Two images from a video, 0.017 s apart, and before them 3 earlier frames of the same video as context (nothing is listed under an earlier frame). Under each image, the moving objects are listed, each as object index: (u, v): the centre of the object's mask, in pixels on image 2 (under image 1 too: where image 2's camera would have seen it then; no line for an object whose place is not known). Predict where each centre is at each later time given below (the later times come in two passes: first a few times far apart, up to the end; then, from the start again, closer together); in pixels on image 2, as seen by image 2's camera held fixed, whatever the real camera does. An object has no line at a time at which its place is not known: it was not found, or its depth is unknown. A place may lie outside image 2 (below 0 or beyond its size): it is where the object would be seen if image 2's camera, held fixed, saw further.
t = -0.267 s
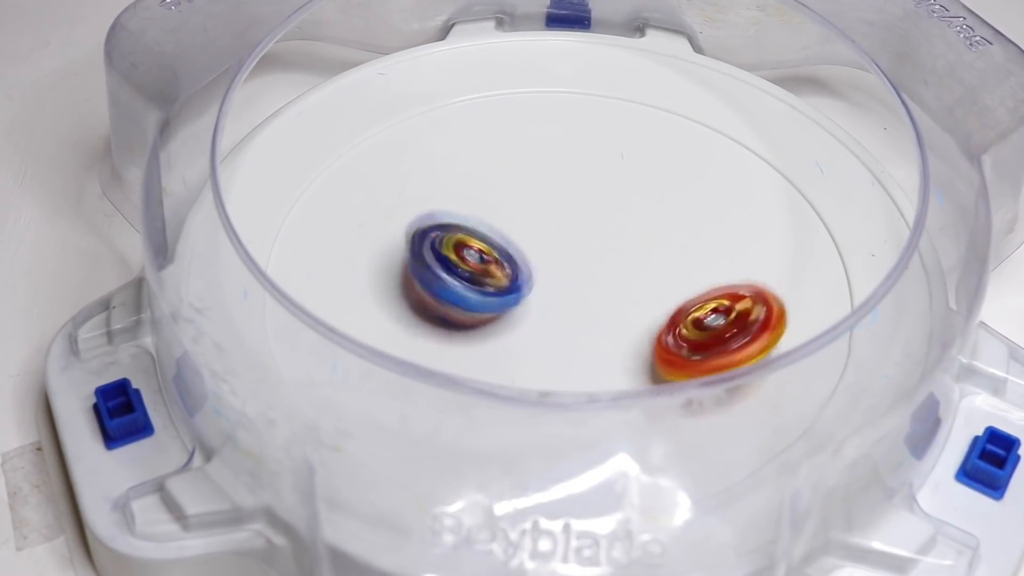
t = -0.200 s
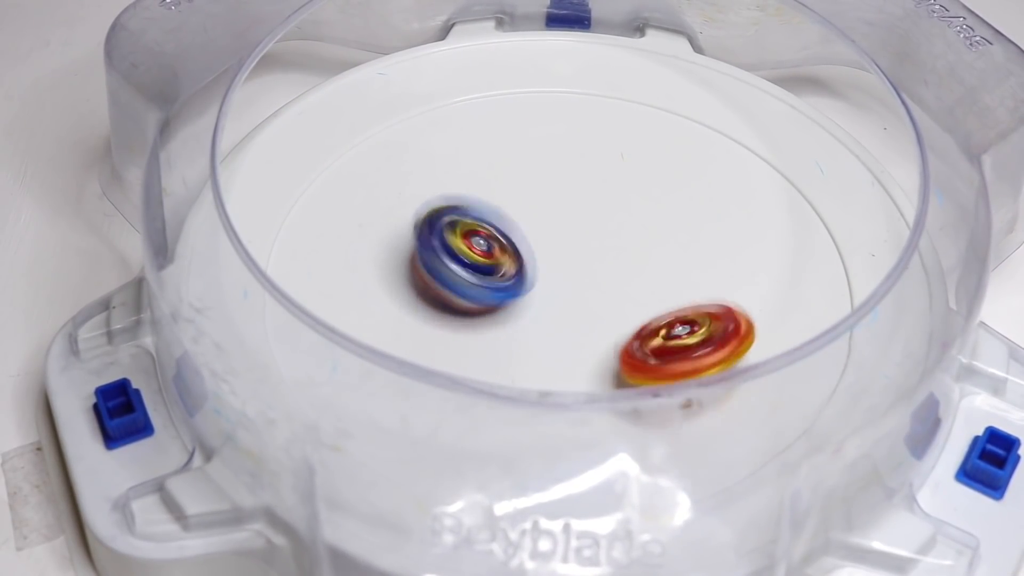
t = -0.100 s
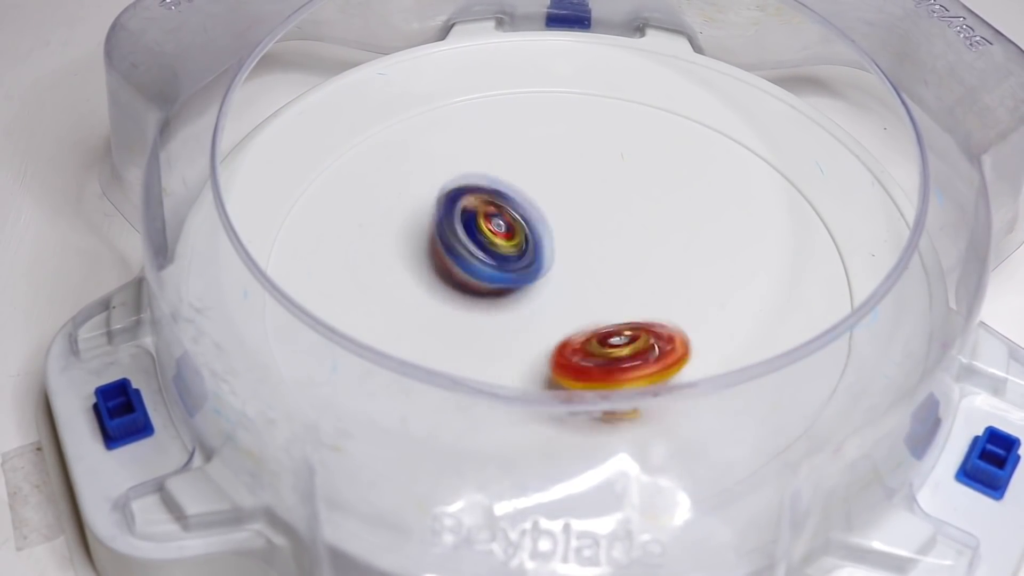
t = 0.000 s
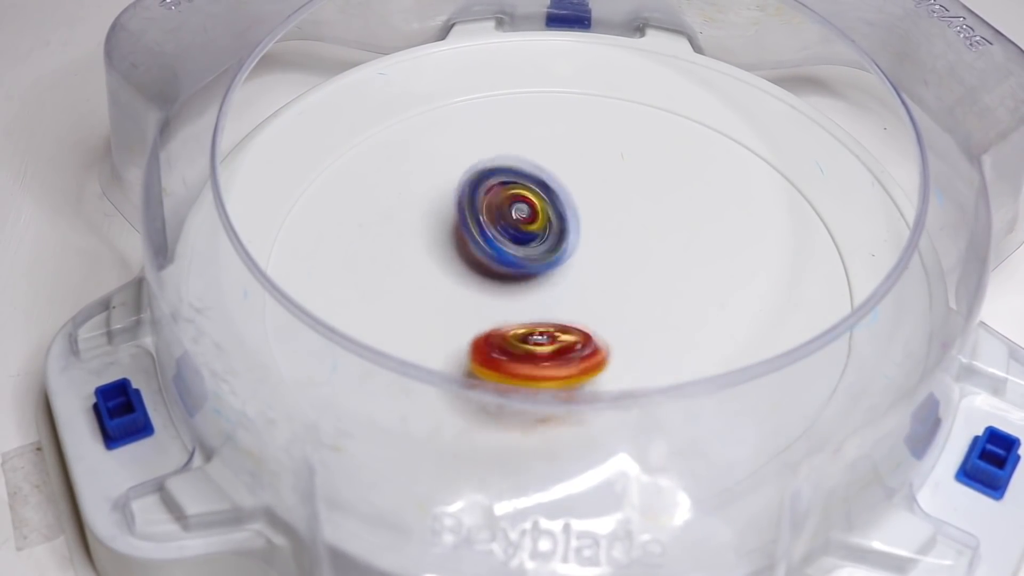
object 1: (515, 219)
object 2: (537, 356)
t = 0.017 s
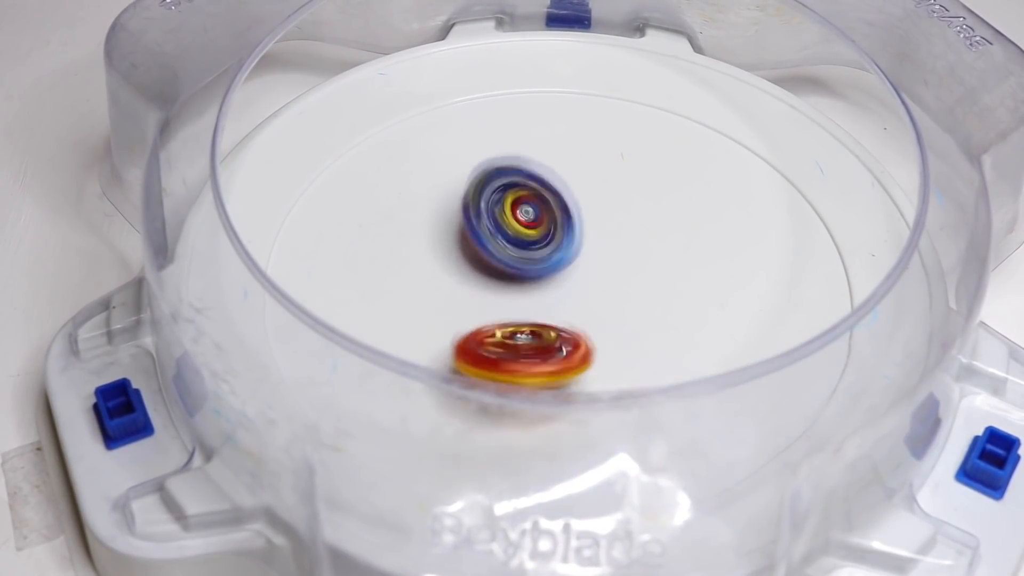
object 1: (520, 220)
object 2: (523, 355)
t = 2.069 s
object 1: (615, 265)
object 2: (405, 271)
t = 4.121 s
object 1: (547, 350)
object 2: (620, 169)
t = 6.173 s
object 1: (422, 202)
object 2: (600, 366)
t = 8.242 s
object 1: (595, 197)
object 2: (555, 288)
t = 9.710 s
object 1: (596, 205)
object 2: (559, 304)
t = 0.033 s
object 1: (524, 216)
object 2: (510, 353)
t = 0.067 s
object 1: (533, 212)
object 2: (483, 347)
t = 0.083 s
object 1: (539, 211)
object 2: (472, 344)
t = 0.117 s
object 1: (548, 208)
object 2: (447, 338)
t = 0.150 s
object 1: (557, 206)
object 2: (425, 328)
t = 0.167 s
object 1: (562, 208)
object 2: (416, 325)
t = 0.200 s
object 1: (571, 207)
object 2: (399, 315)
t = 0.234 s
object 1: (580, 208)
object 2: (387, 306)
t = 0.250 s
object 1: (582, 209)
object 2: (380, 301)
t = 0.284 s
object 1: (590, 212)
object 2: (372, 291)
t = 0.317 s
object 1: (599, 215)
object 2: (368, 281)
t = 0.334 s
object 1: (601, 214)
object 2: (366, 274)
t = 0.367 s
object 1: (608, 219)
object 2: (366, 265)
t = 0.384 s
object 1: (612, 222)
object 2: (368, 257)
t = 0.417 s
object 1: (619, 227)
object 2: (373, 249)
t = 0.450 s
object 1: (623, 232)
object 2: (378, 238)
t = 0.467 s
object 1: (625, 237)
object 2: (383, 236)
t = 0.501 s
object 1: (629, 243)
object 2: (392, 225)
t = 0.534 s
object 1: (632, 250)
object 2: (404, 218)
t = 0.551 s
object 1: (632, 254)
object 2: (412, 214)
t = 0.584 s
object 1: (633, 262)
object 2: (426, 207)
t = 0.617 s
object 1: (634, 269)
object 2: (443, 202)
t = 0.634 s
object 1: (633, 273)
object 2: (451, 198)
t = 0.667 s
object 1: (631, 281)
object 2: (470, 193)
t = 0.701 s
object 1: (628, 288)
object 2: (490, 186)
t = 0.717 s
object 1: (627, 291)
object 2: (500, 186)
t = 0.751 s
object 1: (621, 298)
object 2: (521, 180)
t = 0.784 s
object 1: (615, 305)
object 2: (541, 178)
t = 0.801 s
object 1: (612, 306)
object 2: (553, 177)
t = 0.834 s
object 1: (605, 313)
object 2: (573, 175)
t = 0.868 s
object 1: (597, 317)
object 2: (594, 177)
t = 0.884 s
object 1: (592, 317)
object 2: (604, 176)
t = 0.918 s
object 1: (582, 323)
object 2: (624, 179)
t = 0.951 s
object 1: (573, 327)
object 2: (644, 181)
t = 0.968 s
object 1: (565, 325)
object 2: (652, 184)
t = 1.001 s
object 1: (556, 326)
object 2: (669, 188)
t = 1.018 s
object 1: (549, 328)
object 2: (676, 192)
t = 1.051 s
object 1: (540, 326)
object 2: (691, 198)
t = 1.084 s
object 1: (530, 323)
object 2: (702, 206)
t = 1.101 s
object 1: (526, 324)
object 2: (708, 211)
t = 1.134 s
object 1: (517, 320)
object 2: (716, 220)
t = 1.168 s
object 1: (511, 314)
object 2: (723, 232)
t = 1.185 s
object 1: (507, 314)
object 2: (725, 236)
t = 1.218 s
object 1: (500, 307)
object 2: (729, 249)
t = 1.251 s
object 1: (496, 300)
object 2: (729, 259)
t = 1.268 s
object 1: (495, 299)
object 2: (727, 267)
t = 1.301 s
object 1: (493, 292)
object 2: (721, 279)
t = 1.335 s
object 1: (492, 283)
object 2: (711, 293)
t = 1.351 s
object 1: (493, 282)
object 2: (707, 299)
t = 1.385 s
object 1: (494, 274)
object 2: (693, 314)
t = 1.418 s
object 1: (495, 265)
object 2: (679, 327)
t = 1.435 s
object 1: (497, 264)
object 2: (670, 334)
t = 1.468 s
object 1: (500, 257)
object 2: (653, 343)
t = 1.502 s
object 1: (504, 248)
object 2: (634, 352)
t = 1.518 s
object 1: (507, 248)
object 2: (624, 356)
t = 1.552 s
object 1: (512, 242)
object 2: (604, 362)
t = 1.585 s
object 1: (519, 235)
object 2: (582, 367)
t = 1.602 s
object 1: (523, 236)
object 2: (568, 381)
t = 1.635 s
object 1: (530, 232)
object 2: (544, 385)
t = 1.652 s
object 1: (532, 230)
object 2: (534, 387)
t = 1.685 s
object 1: (542, 229)
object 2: (508, 386)
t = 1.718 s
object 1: (549, 229)
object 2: (487, 383)
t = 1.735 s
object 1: (552, 227)
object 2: (479, 381)
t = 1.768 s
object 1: (560, 229)
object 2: (458, 376)
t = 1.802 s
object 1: (568, 230)
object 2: (443, 370)
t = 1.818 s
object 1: (570, 229)
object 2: (437, 368)
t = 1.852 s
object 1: (577, 234)
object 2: (427, 354)
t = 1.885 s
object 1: (585, 236)
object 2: (418, 336)
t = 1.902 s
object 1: (587, 237)
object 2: (414, 332)
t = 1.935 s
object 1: (593, 243)
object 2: (408, 323)
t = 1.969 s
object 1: (601, 247)
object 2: (402, 312)
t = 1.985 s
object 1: (603, 250)
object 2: (402, 308)
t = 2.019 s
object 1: (609, 257)
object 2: (399, 294)
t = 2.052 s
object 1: (615, 261)
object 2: (403, 279)
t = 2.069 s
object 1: (615, 265)
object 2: (405, 271)
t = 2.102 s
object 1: (618, 272)
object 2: (411, 257)
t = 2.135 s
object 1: (621, 278)
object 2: (419, 241)
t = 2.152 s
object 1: (620, 283)
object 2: (424, 236)
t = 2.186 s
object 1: (621, 290)
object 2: (435, 221)
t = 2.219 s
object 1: (622, 295)
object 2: (450, 210)
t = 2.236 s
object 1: (621, 300)
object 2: (456, 203)
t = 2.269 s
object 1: (618, 306)
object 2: (473, 193)
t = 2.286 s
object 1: (616, 310)
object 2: (480, 187)
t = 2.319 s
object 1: (611, 315)
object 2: (498, 178)
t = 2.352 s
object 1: (606, 320)
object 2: (514, 169)
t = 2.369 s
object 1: (601, 324)
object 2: (523, 166)
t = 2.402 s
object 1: (593, 327)
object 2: (539, 161)
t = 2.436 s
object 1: (586, 330)
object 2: (557, 159)
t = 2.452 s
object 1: (581, 333)
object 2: (565, 157)
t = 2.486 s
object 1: (569, 334)
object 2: (583, 156)
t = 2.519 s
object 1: (559, 336)
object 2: (598, 156)
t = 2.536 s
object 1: (553, 335)
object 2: (607, 157)
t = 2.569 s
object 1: (543, 333)
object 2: (622, 162)
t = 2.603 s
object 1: (531, 335)
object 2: (637, 167)
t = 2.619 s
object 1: (524, 330)
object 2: (644, 172)
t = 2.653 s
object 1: (513, 327)
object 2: (658, 178)
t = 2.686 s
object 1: (503, 324)
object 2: (668, 189)
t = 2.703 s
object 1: (498, 319)
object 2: (674, 194)
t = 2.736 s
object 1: (489, 315)
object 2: (683, 207)
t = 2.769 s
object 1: (480, 306)
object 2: (691, 219)
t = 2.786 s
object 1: (479, 304)
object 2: (693, 228)
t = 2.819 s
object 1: (473, 294)
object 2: (697, 241)
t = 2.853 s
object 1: (469, 284)
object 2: (699, 258)
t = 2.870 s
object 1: (467, 281)
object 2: (699, 265)
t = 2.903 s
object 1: (465, 270)
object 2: (698, 283)
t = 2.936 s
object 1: (466, 260)
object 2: (694, 298)
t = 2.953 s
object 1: (466, 256)
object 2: (691, 307)
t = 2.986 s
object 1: (470, 246)
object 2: (684, 324)
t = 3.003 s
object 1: (472, 243)
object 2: (680, 330)
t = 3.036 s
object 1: (477, 234)
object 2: (666, 343)
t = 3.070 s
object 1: (484, 228)
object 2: (653, 351)
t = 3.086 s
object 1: (487, 223)
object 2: (645, 355)
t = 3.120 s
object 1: (495, 218)
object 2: (630, 362)
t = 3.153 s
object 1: (503, 212)
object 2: (608, 380)
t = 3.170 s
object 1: (507, 209)
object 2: (598, 385)
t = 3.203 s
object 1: (519, 206)
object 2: (577, 390)
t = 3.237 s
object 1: (528, 200)
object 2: (553, 390)
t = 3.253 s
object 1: (535, 201)
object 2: (541, 390)
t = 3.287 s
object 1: (546, 197)
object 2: (518, 388)
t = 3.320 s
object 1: (558, 197)
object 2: (496, 384)
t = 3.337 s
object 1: (564, 198)
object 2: (484, 382)
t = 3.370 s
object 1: (575, 199)
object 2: (466, 373)
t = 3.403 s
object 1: (586, 204)
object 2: (451, 363)
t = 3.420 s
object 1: (591, 204)
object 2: (450, 348)
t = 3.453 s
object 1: (602, 211)
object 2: (437, 339)
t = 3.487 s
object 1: (614, 216)
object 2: (427, 328)
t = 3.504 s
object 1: (618, 219)
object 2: (422, 322)
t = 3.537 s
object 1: (629, 226)
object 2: (415, 311)
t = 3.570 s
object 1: (637, 232)
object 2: (410, 294)
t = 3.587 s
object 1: (642, 237)
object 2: (408, 287)
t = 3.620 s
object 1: (649, 245)
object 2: (411, 271)
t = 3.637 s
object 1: (653, 250)
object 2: (412, 263)
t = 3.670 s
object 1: (657, 259)
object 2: (418, 248)
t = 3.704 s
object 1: (660, 271)
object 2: (424, 233)
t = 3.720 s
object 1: (662, 274)
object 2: (429, 226)
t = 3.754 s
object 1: (662, 286)
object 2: (440, 214)
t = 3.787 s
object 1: (662, 295)
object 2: (454, 201)
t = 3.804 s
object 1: (660, 301)
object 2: (461, 196)
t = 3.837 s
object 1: (655, 309)
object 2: (475, 185)
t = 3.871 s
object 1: (649, 320)
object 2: (492, 177)
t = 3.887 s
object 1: (645, 323)
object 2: (500, 173)
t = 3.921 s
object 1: (635, 332)
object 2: (518, 166)
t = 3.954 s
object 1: (624, 338)
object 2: (535, 163)
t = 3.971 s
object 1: (617, 341)
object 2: (544, 160)
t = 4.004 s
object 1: (603, 345)
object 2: (562, 160)
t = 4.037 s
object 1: (588, 348)
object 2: (579, 159)
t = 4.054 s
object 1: (580, 348)
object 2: (588, 160)
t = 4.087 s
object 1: (564, 350)
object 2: (603, 164)
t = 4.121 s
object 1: (547, 350)
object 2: (620, 169)
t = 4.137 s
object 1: (539, 349)
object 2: (627, 174)
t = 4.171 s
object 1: (523, 347)
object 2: (641, 180)
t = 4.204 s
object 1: (509, 342)
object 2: (653, 192)
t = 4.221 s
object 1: (501, 339)
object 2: (658, 197)
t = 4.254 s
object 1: (488, 333)
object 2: (671, 209)
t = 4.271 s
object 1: (481, 329)
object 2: (675, 217)
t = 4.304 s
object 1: (472, 320)
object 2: (681, 229)
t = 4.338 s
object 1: (464, 311)
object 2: (687, 246)
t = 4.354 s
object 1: (462, 307)
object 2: (687, 254)
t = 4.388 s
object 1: (456, 294)
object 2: (689, 270)
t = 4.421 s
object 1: (453, 282)
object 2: (685, 287)
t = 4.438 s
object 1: (452, 278)
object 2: (685, 294)
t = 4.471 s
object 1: (455, 268)
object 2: (679, 311)
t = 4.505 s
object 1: (457, 257)
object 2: (670, 328)
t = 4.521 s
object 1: (460, 252)
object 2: (664, 335)
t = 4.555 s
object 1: (466, 242)
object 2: (650, 347)
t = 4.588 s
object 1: (474, 234)
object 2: (636, 356)
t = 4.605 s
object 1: (478, 229)
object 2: (628, 358)
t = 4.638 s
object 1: (488, 221)
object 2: (608, 376)
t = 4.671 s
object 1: (501, 213)
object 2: (589, 381)
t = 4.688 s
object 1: (508, 210)
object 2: (578, 384)
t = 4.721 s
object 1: (519, 203)
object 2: (552, 391)
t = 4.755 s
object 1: (535, 198)
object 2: (534, 389)
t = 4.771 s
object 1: (543, 196)
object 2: (523, 389)
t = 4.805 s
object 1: (556, 194)
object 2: (500, 385)
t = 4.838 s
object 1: (570, 191)
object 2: (484, 377)
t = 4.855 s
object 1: (577, 189)
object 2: (475, 371)
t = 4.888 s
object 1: (587, 190)
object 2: (458, 362)
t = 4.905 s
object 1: (592, 188)
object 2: (455, 349)
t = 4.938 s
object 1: (604, 191)
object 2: (443, 339)
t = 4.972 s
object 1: (613, 193)
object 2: (432, 329)
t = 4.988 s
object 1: (616, 195)
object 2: (430, 324)
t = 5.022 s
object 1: (622, 198)
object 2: (423, 311)
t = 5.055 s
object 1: (628, 204)
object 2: (421, 296)
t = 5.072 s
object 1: (629, 207)
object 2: (422, 287)
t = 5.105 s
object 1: (634, 213)
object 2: (423, 271)
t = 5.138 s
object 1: (637, 222)
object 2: (431, 258)
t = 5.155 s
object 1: (638, 226)
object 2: (434, 250)
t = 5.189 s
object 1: (639, 237)
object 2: (444, 236)
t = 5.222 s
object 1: (641, 247)
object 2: (455, 225)
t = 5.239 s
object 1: (641, 254)
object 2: (462, 219)
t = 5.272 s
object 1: (639, 268)
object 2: (477, 208)
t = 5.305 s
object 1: (638, 281)
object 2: (492, 200)
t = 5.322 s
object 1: (634, 288)
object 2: (500, 195)
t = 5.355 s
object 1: (632, 302)
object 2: (519, 190)
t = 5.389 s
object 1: (624, 315)
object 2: (536, 185)
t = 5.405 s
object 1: (622, 320)
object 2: (546, 182)
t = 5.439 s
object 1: (615, 331)
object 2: (566, 181)
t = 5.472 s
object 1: (610, 339)
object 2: (585, 179)
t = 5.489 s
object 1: (606, 342)
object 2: (595, 180)
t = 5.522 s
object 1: (600, 346)
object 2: (613, 183)
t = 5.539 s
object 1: (597, 348)
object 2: (622, 184)
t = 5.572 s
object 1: (591, 351)
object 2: (641, 190)
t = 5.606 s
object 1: (584, 354)
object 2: (656, 196)
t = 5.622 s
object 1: (582, 355)
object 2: (664, 200)
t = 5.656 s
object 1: (576, 356)
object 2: (677, 211)
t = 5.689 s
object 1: (572, 359)
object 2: (687, 220)
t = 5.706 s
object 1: (567, 360)
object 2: (692, 225)
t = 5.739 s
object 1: (560, 360)
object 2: (698, 239)
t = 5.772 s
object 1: (553, 359)
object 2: (702, 251)
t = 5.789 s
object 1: (551, 356)
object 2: (703, 259)
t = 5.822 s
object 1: (545, 353)
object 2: (701, 274)
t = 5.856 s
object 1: (543, 347)
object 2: (699, 286)
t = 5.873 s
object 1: (543, 345)
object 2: (695, 295)
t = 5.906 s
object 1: (536, 335)
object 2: (686, 310)
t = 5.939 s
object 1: (532, 324)
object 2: (675, 323)
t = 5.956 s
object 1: (523, 318)
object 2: (674, 331)
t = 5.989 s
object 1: (499, 297)
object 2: (679, 345)
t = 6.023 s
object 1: (478, 279)
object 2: (677, 350)
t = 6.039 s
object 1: (469, 268)
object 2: (673, 353)
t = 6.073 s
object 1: (454, 249)
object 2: (657, 359)
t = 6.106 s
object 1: (438, 231)
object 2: (640, 363)
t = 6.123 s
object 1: (435, 222)
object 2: (632, 364)
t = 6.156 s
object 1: (425, 208)
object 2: (610, 367)
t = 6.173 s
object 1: (422, 202)
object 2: (600, 366)
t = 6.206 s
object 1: (418, 190)
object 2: (582, 364)
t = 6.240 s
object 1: (418, 182)
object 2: (565, 359)
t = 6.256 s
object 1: (420, 179)
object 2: (557, 356)
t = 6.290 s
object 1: (423, 175)
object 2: (543, 349)
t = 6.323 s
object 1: (432, 174)
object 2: (532, 341)
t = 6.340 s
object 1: (435, 175)
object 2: (526, 331)
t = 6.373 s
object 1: (448, 175)
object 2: (517, 317)
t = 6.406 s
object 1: (456, 178)
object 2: (512, 303)
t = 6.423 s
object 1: (462, 180)
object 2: (511, 291)
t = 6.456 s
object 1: (474, 178)
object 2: (509, 275)
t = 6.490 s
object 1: (491, 177)
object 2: (511, 264)
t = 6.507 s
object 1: (508, 175)
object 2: (509, 265)
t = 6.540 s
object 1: (537, 172)
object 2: (506, 264)
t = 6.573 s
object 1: (560, 173)
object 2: (508, 265)
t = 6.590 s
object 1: (571, 172)
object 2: (510, 265)
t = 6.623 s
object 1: (589, 171)
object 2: (516, 263)
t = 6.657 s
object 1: (603, 170)
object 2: (524, 260)
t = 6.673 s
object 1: (607, 170)
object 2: (529, 260)
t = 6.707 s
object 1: (614, 171)
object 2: (535, 265)
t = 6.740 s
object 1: (618, 174)
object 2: (542, 267)
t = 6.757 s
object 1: (619, 175)
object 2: (546, 267)
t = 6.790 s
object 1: (618, 177)
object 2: (556, 269)
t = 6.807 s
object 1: (617, 179)
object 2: (559, 272)
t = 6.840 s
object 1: (613, 181)
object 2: (564, 277)
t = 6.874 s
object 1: (607, 185)
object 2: (570, 280)
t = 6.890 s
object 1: (603, 187)
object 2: (574, 281)
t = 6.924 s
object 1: (596, 191)
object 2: (576, 287)
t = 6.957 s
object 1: (590, 196)
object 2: (575, 290)
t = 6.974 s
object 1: (589, 198)
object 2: (575, 294)
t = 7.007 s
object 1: (587, 203)
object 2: (575, 300)
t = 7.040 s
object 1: (586, 205)
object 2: (571, 306)
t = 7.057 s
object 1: (585, 206)
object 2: (569, 308)
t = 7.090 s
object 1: (585, 209)
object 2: (563, 312)
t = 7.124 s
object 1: (585, 209)
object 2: (558, 314)
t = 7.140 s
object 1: (585, 209)
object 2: (555, 315)
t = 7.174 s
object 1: (586, 209)
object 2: (550, 315)
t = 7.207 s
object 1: (586, 209)
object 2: (545, 314)
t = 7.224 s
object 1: (587, 209)
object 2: (543, 312)
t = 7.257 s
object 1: (589, 209)
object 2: (537, 305)
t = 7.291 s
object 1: (590, 208)
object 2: (534, 301)
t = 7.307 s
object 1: (590, 208)
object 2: (532, 300)
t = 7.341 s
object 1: (590, 207)
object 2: (534, 294)
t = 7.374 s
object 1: (591, 204)
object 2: (531, 289)
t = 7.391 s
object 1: (592, 203)
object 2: (530, 287)
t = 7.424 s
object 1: (594, 203)
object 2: (529, 284)
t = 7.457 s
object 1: (593, 204)
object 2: (529, 286)
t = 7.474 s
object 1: (594, 203)
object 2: (530, 287)
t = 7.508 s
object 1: (595, 202)
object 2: (532, 286)
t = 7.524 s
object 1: (595, 202)
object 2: (533, 286)
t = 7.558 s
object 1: (595, 201)
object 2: (535, 286)
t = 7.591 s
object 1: (595, 201)
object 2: (537, 288)
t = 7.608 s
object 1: (595, 201)
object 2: (538, 288)
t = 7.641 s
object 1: (594, 201)
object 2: (542, 287)
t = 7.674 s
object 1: (593, 201)
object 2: (546, 288)
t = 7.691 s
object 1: (593, 201)
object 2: (545, 289)
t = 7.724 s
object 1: (593, 202)
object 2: (542, 292)
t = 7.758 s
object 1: (592, 204)
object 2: (541, 296)
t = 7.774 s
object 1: (591, 206)
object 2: (540, 299)
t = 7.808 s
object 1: (591, 207)
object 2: (539, 301)
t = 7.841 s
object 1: (591, 208)
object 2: (537, 303)
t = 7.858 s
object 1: (591, 208)
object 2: (536, 303)
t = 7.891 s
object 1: (590, 208)
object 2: (534, 302)
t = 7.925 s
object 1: (590, 208)
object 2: (533, 300)
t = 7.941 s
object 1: (591, 208)
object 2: (531, 297)
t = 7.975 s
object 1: (591, 207)
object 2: (530, 296)
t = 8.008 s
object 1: (591, 207)
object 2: (531, 295)
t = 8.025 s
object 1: (592, 207)
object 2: (534, 296)
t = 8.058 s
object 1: (593, 206)
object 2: (537, 295)
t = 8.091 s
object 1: (595, 203)
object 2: (539, 291)
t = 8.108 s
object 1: (595, 202)
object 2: (540, 289)
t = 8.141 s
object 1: (596, 200)
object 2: (545, 286)
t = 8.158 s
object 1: (596, 200)
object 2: (547, 286)
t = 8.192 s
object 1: (596, 199)
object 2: (550, 289)
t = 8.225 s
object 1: (595, 198)
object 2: (554, 288)
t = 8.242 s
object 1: (595, 197)
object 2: (555, 288)
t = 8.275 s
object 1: (596, 198)
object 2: (557, 294)
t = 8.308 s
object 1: (595, 201)
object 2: (555, 298)
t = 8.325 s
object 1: (595, 201)
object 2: (555, 299)
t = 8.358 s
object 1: (594, 203)
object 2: (556, 303)
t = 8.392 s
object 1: (592, 205)
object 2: (557, 307)
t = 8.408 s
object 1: (591, 206)
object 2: (557, 308)
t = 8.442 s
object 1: (590, 207)
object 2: (556, 310)
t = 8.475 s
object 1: (589, 207)
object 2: (555, 311)
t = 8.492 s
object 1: (590, 207)
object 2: (555, 310)
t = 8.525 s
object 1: (590, 207)
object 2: (554, 309)
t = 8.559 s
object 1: (591, 207)
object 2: (556, 306)
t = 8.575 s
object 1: (592, 206)
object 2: (557, 304)
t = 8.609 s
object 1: (594, 203)
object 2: (558, 299)
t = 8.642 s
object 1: (595, 201)
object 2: (558, 297)
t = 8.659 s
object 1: (595, 199)
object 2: (559, 294)
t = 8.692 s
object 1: (594, 198)
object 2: (560, 289)
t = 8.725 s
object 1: (595, 196)
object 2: (563, 288)
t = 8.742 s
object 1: (596, 195)
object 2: (564, 289)
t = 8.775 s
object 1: (597, 195)
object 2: (565, 291)
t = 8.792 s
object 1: (598, 195)
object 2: (565, 292)
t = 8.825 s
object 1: (597, 197)
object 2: (564, 291)
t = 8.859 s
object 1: (597, 198)
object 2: (560, 297)
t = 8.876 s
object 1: (597, 199)
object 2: (557, 300)
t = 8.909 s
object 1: (598, 202)
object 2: (554, 308)
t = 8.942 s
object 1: (596, 207)
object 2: (553, 315)
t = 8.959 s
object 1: (595, 207)
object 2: (551, 317)
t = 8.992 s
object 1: (593, 207)
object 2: (549, 319)
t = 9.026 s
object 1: (592, 208)
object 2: (547, 319)
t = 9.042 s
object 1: (592, 208)
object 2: (545, 319)
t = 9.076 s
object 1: (593, 208)
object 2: (542, 316)
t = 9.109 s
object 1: (593, 208)
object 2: (540, 307)
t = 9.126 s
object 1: (593, 208)
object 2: (539, 304)
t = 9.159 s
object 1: (594, 207)
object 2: (539, 301)
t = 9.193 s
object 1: (594, 206)
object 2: (541, 298)
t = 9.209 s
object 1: (595, 204)
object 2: (542, 298)
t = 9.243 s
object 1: (596, 201)
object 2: (547, 297)
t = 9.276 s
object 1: (597, 199)
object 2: (552, 292)
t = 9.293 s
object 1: (598, 197)
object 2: (555, 290)
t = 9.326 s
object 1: (598, 196)
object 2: (558, 290)
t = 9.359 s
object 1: (599, 196)
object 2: (560, 295)
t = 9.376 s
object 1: (600, 197)
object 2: (561, 297)
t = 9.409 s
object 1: (600, 200)
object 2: (564, 299)
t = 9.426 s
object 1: (599, 201)
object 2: (565, 300)
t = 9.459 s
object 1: (597, 202)
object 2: (569, 305)
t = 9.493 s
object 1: (595, 205)
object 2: (570, 310)
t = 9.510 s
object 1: (594, 206)
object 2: (569, 313)
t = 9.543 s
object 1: (594, 208)
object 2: (567, 317)
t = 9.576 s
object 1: (594, 208)
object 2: (564, 319)
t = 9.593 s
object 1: (594, 208)
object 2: (563, 319)
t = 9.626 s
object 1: (594, 208)
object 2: (560, 317)
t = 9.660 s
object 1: (594, 208)
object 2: (560, 311)
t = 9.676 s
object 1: (595, 207)
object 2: (559, 308)
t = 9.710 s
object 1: (596, 205)
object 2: (559, 304)
